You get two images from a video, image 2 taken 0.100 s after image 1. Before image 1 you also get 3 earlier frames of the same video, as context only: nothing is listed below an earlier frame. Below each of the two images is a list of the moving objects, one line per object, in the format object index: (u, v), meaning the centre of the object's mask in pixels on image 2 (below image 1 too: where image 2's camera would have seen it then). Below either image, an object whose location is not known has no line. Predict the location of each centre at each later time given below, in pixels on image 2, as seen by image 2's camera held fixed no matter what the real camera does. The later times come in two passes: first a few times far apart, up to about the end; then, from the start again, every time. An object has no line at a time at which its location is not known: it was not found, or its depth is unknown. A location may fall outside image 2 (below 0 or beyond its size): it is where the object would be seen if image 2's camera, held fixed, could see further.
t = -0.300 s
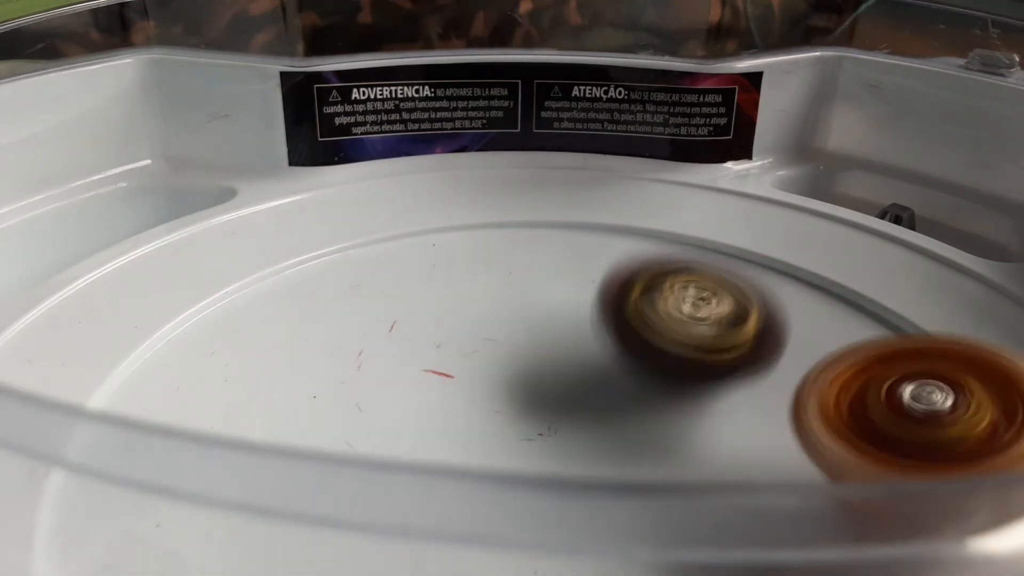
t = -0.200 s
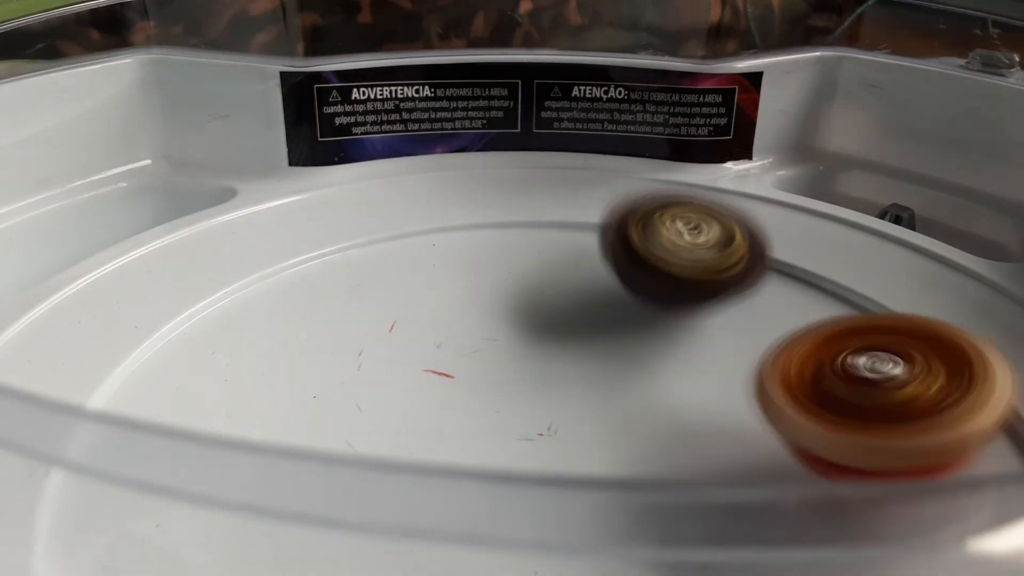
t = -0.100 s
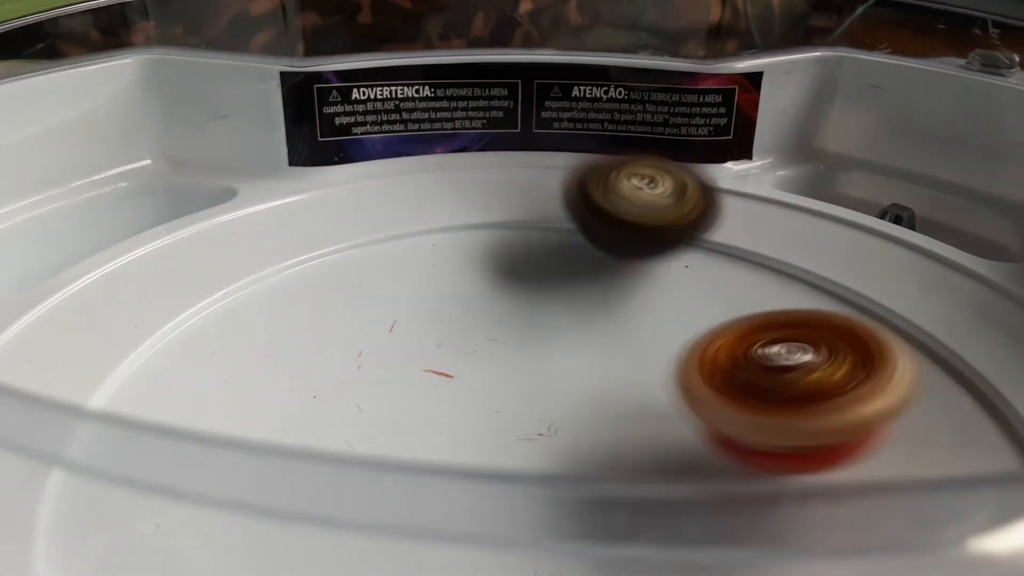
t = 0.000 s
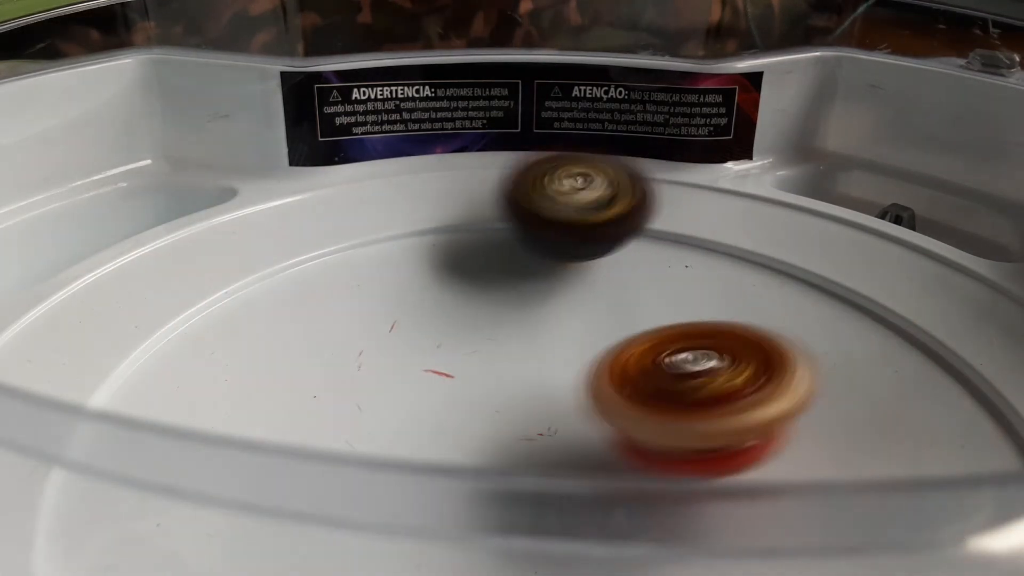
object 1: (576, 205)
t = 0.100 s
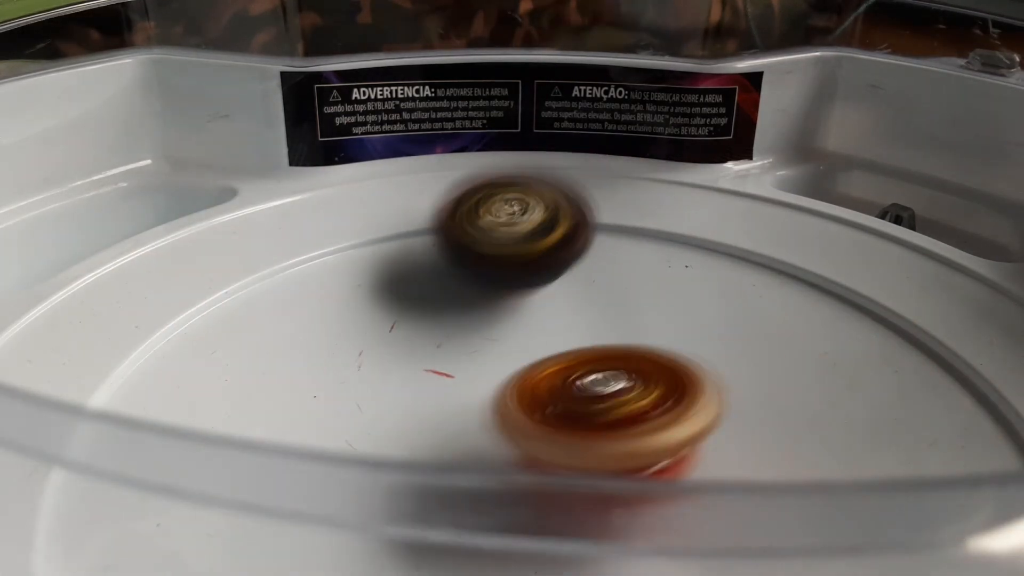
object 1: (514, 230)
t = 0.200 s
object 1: (470, 296)
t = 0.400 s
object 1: (553, 408)
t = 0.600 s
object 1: (764, 435)
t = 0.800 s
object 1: (858, 403)
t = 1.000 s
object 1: (719, 356)
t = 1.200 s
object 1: (660, 393)
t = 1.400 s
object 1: (685, 435)
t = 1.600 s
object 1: (696, 445)
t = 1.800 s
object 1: (639, 445)
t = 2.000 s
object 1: (566, 452)
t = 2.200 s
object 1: (529, 453)
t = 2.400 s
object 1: (495, 432)
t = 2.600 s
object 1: (425, 407)
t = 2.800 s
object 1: (419, 405)
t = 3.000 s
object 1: (420, 371)
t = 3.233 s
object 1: (440, 358)
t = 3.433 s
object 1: (527, 346)
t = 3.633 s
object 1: (592, 314)
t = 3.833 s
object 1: (596, 314)
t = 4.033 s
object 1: (688, 360)
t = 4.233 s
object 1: (768, 384)
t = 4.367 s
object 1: (780, 402)
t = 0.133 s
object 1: (496, 246)
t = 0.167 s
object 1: (481, 269)
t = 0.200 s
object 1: (470, 296)
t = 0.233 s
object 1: (467, 324)
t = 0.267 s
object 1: (473, 342)
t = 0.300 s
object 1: (484, 358)
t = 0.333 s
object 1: (501, 376)
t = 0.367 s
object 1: (524, 396)
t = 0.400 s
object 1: (553, 408)
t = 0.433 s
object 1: (584, 417)
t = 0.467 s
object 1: (621, 425)
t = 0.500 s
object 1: (657, 431)
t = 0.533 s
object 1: (694, 433)
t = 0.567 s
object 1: (729, 436)
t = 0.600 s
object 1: (764, 435)
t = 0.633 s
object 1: (792, 433)
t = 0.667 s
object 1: (819, 429)
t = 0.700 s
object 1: (837, 424)
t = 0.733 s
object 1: (851, 418)
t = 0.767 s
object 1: (860, 411)
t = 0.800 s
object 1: (858, 403)
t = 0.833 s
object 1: (850, 393)
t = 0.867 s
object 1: (835, 381)
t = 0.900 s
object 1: (814, 371)
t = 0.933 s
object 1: (787, 363)
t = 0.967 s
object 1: (752, 358)
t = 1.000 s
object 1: (719, 356)
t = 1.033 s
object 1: (683, 359)
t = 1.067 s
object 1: (648, 364)
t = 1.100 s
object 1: (651, 367)
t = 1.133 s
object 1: (660, 374)
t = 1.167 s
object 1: (661, 382)
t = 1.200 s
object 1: (660, 393)
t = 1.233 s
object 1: (659, 402)
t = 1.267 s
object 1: (661, 410)
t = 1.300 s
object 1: (664, 417)
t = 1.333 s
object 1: (668, 424)
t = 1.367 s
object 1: (676, 430)
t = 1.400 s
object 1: (685, 435)
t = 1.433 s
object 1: (693, 438)
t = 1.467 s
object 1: (697, 441)
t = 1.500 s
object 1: (699, 443)
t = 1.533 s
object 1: (701, 445)
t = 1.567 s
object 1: (700, 445)
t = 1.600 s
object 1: (696, 445)
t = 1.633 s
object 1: (690, 445)
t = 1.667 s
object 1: (680, 445)
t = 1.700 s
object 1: (670, 445)
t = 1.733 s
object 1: (661, 446)
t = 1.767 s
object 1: (650, 446)
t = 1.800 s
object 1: (639, 445)
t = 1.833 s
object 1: (626, 445)
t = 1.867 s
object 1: (612, 448)
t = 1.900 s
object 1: (598, 449)
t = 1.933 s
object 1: (586, 450)
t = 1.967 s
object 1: (576, 451)
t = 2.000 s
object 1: (566, 452)
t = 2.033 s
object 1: (556, 454)
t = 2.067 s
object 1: (549, 455)
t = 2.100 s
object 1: (545, 454)
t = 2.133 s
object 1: (539, 454)
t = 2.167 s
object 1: (534, 453)
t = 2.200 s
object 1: (529, 453)
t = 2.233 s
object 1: (524, 450)
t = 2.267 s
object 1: (520, 448)
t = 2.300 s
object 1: (515, 446)
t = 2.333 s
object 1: (510, 442)
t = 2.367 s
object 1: (503, 438)
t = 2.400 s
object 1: (495, 432)
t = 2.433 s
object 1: (485, 427)
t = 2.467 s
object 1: (473, 422)
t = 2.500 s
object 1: (461, 417)
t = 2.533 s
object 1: (448, 412)
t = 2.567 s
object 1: (435, 408)
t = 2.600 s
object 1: (425, 407)
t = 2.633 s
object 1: (416, 406)
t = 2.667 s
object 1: (410, 404)
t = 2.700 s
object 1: (407, 404)
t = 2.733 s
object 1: (407, 405)
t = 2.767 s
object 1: (411, 405)
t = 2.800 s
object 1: (419, 405)
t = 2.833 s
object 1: (427, 404)
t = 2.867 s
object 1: (425, 399)
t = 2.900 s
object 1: (423, 393)
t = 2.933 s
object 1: (422, 385)
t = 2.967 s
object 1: (421, 378)
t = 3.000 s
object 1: (420, 371)
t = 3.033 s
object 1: (419, 366)
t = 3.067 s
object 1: (418, 361)
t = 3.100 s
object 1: (418, 358)
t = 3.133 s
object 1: (420, 356)
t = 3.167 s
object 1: (424, 355)
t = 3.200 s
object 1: (430, 356)
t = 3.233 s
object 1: (440, 358)
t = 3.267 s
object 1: (453, 360)
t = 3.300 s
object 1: (466, 358)
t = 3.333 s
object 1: (481, 356)
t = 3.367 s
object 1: (497, 353)
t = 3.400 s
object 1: (512, 349)
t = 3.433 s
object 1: (527, 346)
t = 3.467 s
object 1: (540, 341)
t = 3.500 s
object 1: (553, 340)
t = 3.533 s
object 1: (565, 335)
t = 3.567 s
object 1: (576, 326)
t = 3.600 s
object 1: (586, 320)
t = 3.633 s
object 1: (592, 314)
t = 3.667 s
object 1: (596, 309)
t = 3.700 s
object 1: (599, 308)
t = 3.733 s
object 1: (599, 306)
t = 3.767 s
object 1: (598, 305)
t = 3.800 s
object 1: (596, 308)
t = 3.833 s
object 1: (596, 314)
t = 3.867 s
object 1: (597, 322)
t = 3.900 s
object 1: (599, 332)
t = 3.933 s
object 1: (620, 341)
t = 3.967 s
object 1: (646, 348)
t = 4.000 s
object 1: (668, 354)
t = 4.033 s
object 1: (688, 360)
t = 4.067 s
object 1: (705, 365)
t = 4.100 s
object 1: (722, 368)
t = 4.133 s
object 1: (736, 373)
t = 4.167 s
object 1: (749, 377)
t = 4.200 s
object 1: (760, 381)
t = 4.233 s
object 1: (768, 384)
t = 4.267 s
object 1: (775, 387)
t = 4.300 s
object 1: (780, 392)
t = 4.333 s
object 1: (782, 397)
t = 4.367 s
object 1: (780, 402)
